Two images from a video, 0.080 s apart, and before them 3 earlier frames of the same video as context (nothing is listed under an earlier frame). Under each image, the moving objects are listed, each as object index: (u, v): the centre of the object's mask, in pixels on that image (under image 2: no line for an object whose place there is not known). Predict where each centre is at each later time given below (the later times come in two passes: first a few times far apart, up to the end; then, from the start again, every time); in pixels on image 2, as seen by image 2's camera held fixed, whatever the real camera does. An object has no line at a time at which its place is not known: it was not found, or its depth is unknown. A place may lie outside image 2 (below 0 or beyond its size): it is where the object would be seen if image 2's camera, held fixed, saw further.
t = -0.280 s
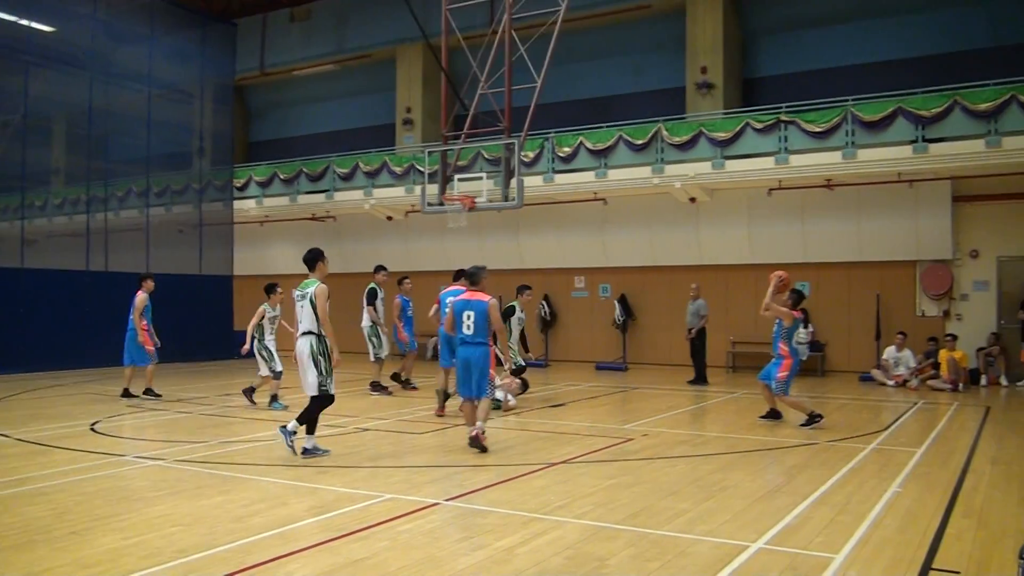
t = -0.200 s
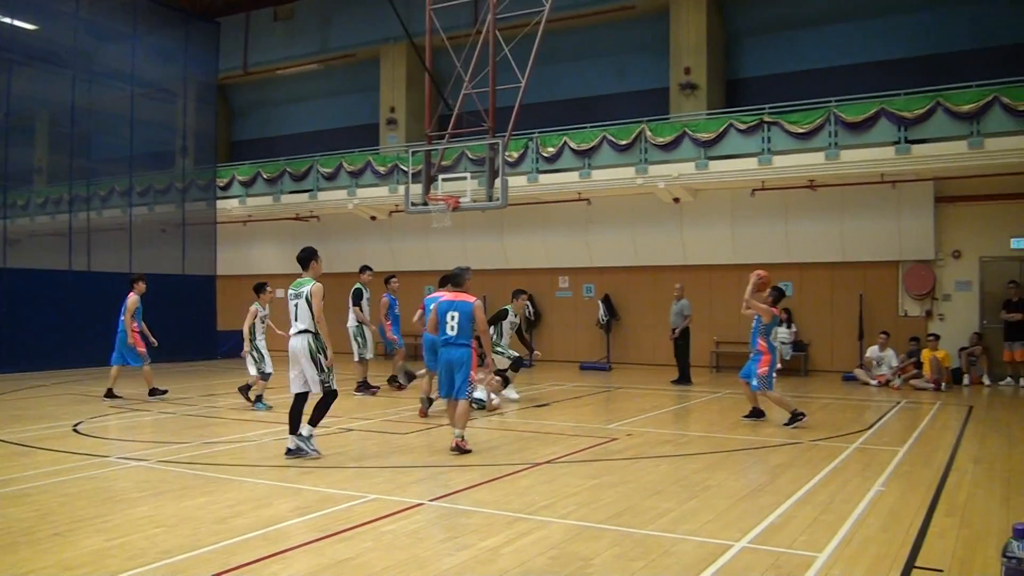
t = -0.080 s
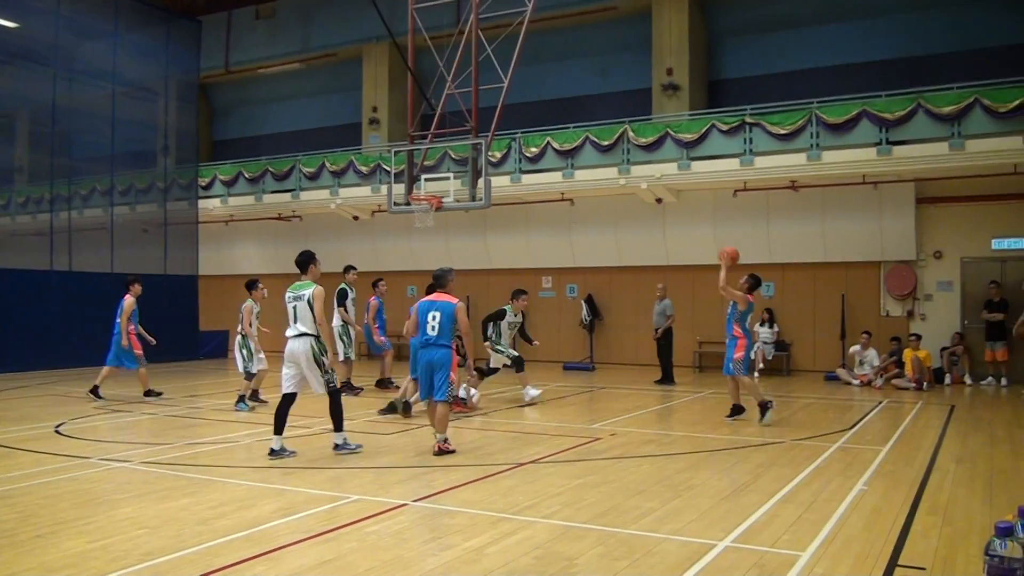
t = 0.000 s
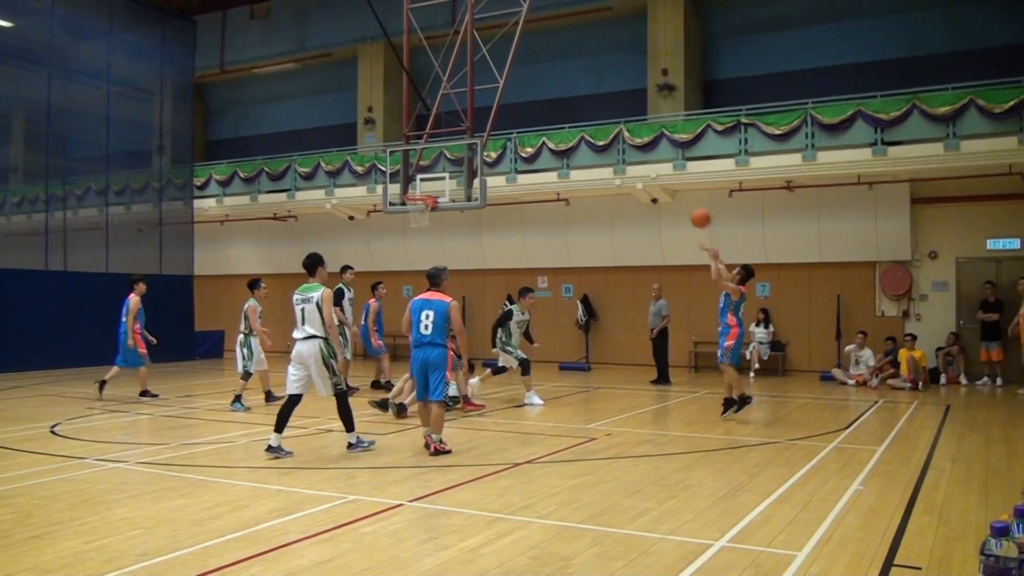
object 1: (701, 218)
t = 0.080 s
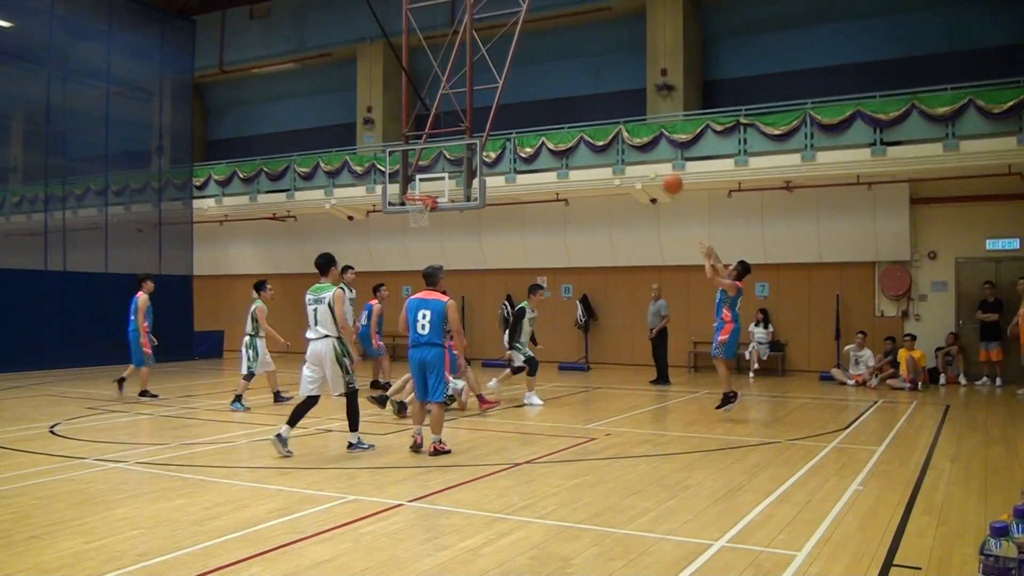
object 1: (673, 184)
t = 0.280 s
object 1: (611, 124)
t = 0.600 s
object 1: (527, 100)
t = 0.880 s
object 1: (465, 134)
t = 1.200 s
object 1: (418, 190)
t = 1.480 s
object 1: (440, 192)
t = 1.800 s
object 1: (454, 229)
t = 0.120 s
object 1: (659, 168)
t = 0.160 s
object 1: (647, 155)
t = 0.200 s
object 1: (635, 144)
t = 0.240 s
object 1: (623, 133)
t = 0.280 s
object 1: (611, 124)
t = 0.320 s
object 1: (599, 117)
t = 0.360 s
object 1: (588, 111)
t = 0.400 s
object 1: (577, 106)
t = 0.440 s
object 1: (567, 103)
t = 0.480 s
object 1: (556, 100)
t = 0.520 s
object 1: (546, 99)
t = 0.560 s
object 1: (536, 99)
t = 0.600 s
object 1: (527, 100)
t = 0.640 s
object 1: (517, 102)
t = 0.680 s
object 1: (508, 105)
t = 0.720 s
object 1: (499, 109)
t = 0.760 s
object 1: (490, 114)
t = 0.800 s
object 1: (481, 119)
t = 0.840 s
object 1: (473, 127)
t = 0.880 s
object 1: (465, 134)
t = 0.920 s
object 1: (457, 143)
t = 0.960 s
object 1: (449, 152)
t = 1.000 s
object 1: (441, 162)
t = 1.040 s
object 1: (433, 173)
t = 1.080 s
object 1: (426, 186)
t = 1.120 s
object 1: (419, 194)
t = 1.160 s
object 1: (415, 192)
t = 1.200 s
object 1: (418, 190)
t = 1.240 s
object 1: (426, 187)
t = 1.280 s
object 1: (433, 185)
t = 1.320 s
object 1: (440, 184)
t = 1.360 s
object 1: (445, 184)
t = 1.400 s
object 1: (444, 185)
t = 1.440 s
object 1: (442, 188)
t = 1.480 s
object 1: (440, 192)
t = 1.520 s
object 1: (441, 193)
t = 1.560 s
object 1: (443, 196)
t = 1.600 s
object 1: (445, 198)
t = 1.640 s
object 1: (446, 202)
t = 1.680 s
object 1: (448, 207)
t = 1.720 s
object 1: (450, 214)
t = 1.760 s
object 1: (452, 220)
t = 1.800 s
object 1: (454, 229)
